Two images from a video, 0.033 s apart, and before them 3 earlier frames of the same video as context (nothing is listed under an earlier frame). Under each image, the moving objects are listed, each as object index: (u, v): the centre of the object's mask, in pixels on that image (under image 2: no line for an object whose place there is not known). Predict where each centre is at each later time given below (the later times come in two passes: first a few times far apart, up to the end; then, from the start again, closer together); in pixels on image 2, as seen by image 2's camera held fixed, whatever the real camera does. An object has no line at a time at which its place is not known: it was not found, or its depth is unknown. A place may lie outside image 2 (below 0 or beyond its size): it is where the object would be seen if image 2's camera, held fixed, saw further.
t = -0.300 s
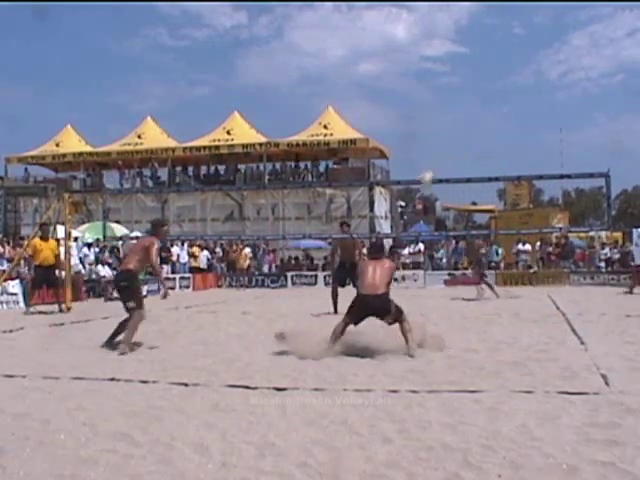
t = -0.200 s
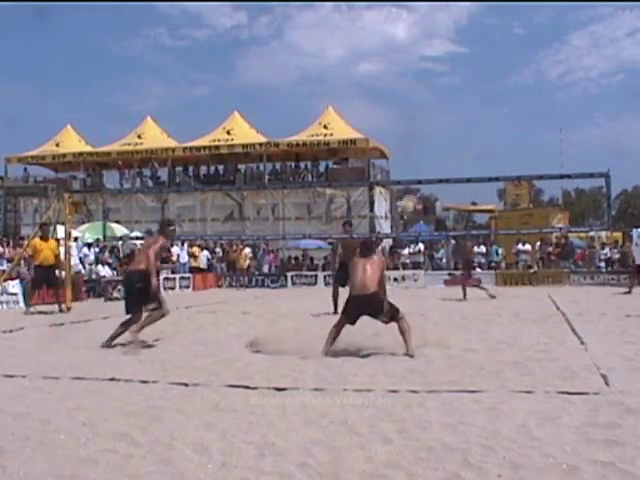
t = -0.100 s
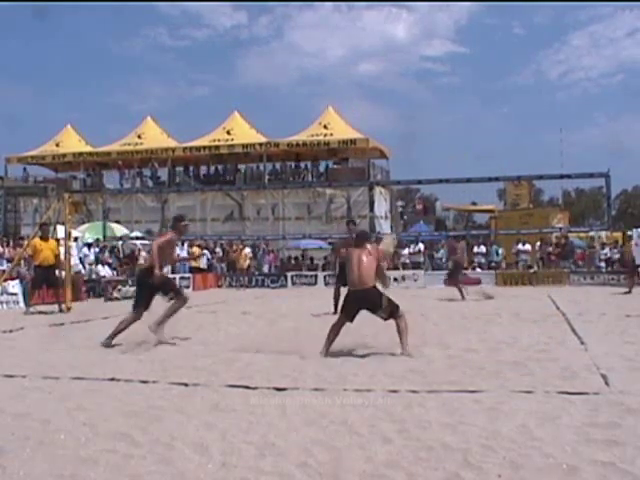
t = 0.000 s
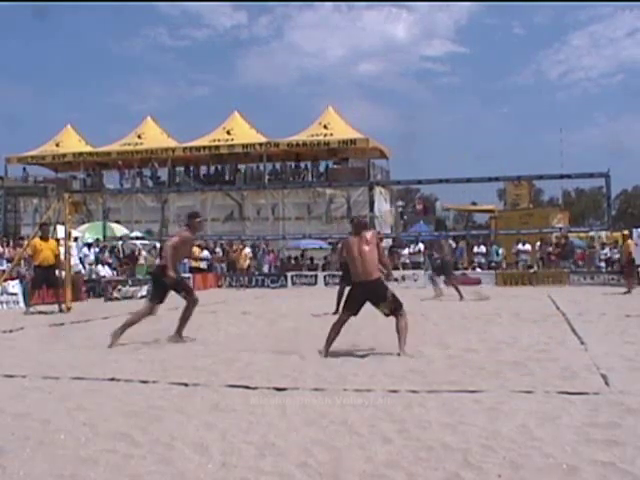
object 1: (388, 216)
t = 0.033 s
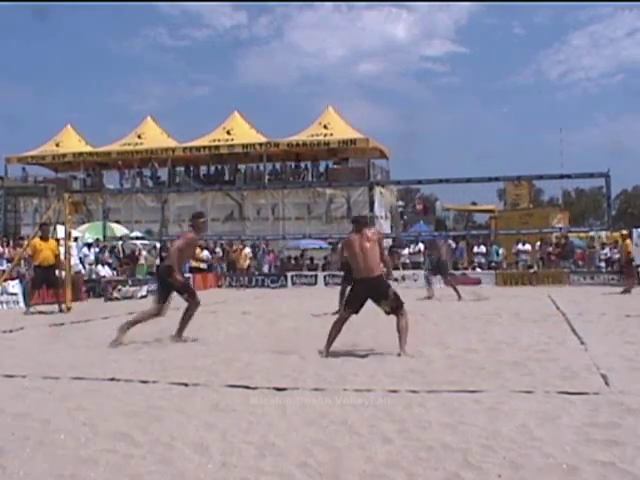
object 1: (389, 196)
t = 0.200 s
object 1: (400, 124)
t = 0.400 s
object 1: (414, 72)
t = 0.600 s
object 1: (424, 53)
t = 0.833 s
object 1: (436, 63)
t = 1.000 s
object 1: (445, 89)
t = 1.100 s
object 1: (450, 114)
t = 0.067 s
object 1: (391, 180)
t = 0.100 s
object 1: (393, 165)
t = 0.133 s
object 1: (396, 148)
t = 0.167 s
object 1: (398, 135)
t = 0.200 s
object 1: (400, 124)
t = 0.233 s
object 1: (403, 112)
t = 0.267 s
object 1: (406, 102)
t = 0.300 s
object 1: (407, 93)
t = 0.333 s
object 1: (409, 86)
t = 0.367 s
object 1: (411, 79)
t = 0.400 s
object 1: (414, 72)
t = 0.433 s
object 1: (414, 67)
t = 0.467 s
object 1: (416, 63)
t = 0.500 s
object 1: (418, 59)
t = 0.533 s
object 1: (421, 56)
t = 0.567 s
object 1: (422, 54)
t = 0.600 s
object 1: (424, 53)
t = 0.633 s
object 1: (425, 53)
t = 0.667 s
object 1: (427, 53)
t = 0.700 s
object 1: (428, 53)
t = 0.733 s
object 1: (430, 55)
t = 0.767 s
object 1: (432, 57)
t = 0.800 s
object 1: (434, 60)
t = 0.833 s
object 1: (436, 63)
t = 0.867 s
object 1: (438, 67)
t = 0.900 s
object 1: (439, 72)
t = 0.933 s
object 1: (441, 77)
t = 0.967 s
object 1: (443, 83)
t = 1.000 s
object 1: (445, 89)
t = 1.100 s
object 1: (450, 114)
